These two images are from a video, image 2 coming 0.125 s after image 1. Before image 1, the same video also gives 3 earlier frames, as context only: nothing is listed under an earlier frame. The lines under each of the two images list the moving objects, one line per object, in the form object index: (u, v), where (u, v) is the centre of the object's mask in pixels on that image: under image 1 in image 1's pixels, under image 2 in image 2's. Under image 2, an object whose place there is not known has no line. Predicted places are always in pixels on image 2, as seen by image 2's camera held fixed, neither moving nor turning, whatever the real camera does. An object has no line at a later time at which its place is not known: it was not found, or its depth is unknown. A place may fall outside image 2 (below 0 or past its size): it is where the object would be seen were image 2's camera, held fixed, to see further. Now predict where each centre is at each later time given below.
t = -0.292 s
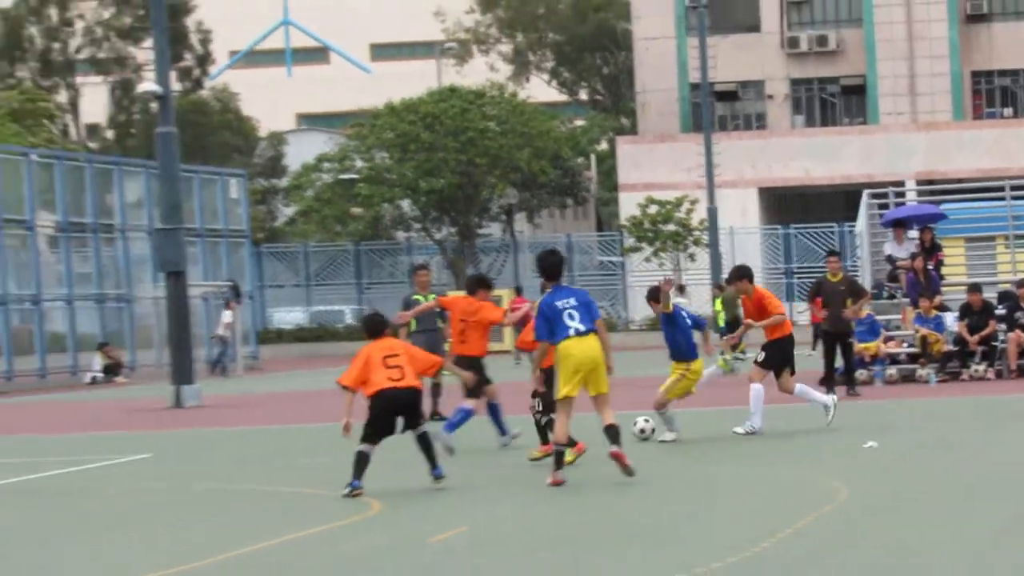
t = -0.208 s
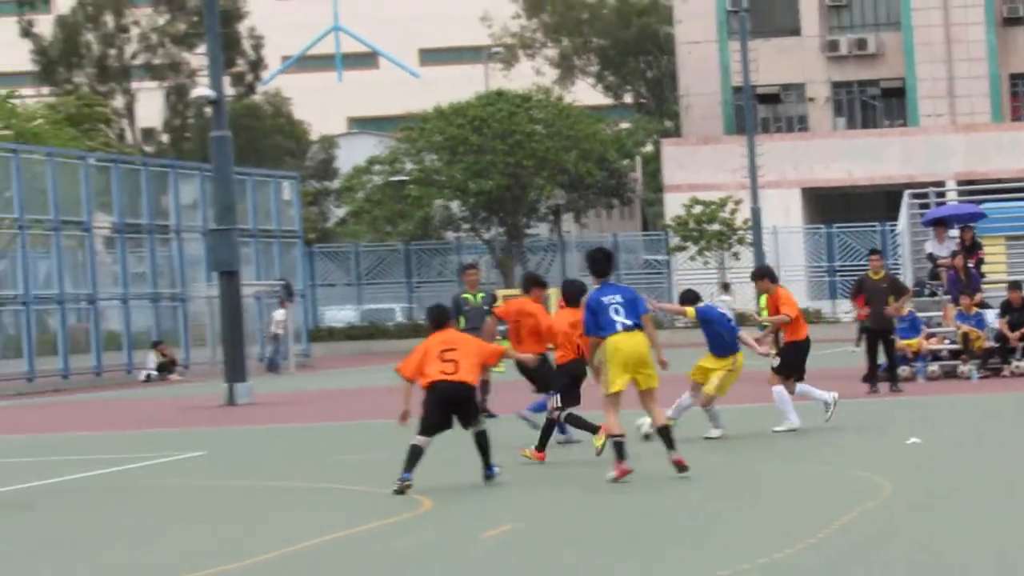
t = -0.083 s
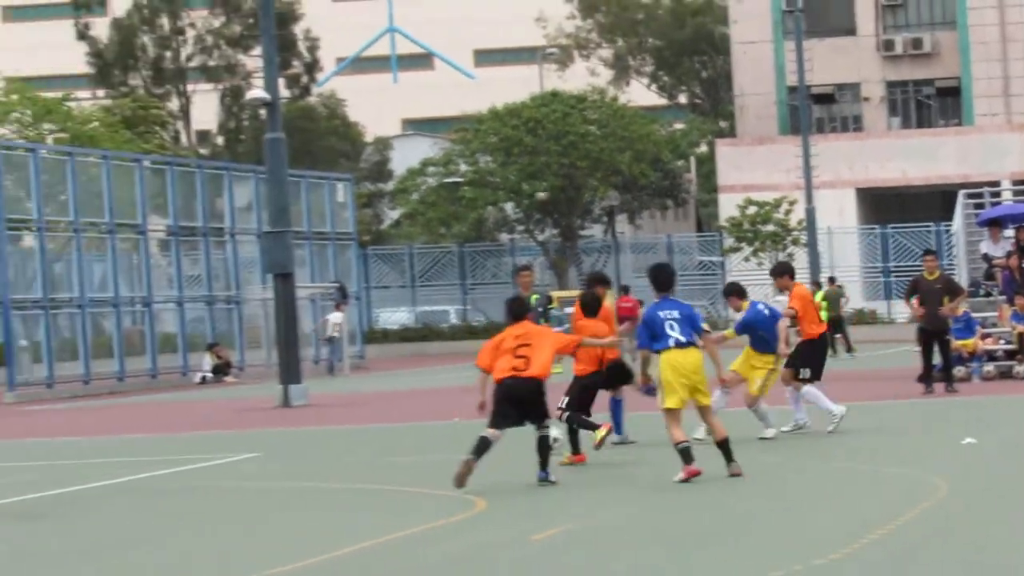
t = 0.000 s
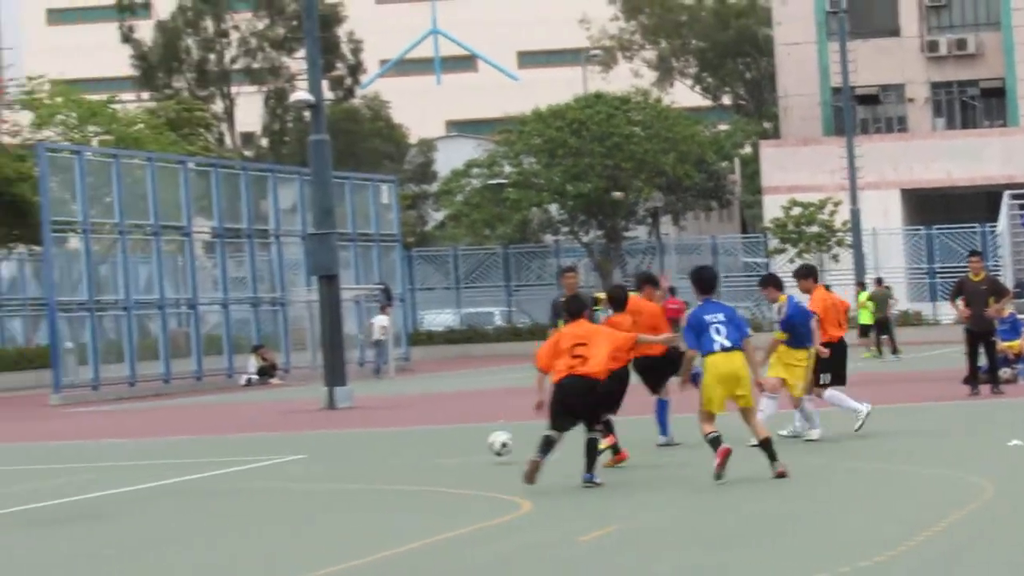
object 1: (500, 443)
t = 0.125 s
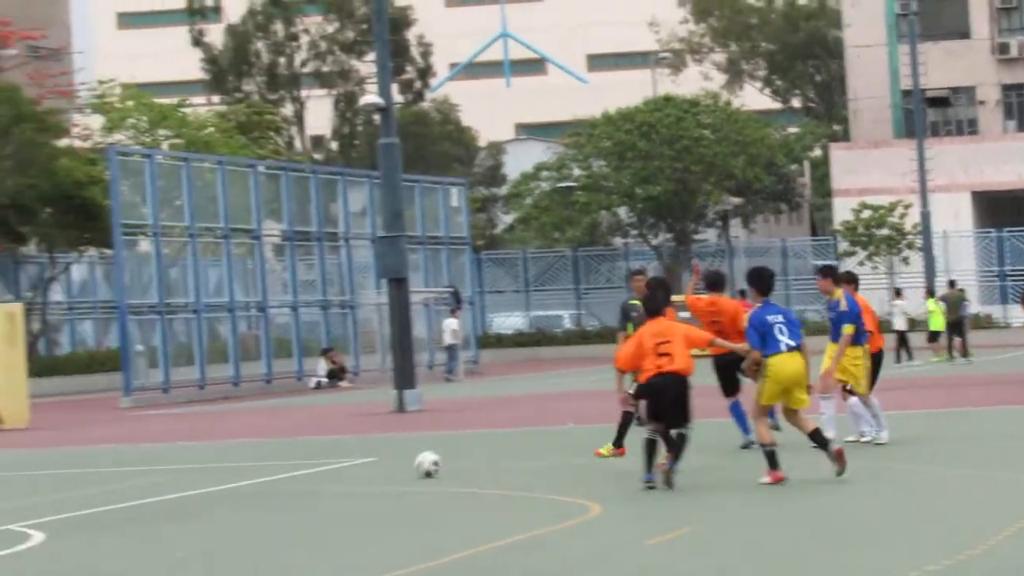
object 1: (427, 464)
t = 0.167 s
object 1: (383, 467)
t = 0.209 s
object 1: (337, 469)
